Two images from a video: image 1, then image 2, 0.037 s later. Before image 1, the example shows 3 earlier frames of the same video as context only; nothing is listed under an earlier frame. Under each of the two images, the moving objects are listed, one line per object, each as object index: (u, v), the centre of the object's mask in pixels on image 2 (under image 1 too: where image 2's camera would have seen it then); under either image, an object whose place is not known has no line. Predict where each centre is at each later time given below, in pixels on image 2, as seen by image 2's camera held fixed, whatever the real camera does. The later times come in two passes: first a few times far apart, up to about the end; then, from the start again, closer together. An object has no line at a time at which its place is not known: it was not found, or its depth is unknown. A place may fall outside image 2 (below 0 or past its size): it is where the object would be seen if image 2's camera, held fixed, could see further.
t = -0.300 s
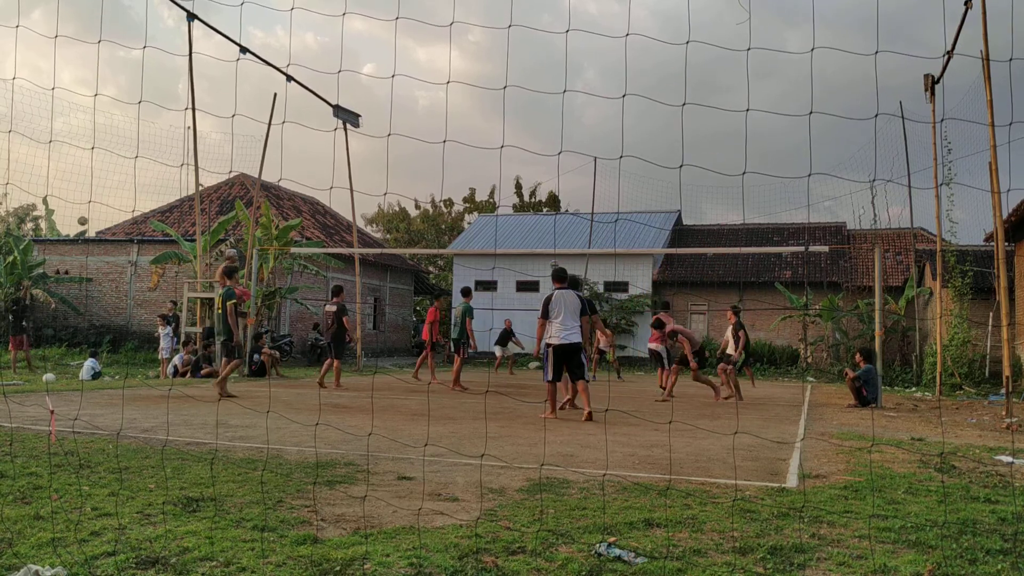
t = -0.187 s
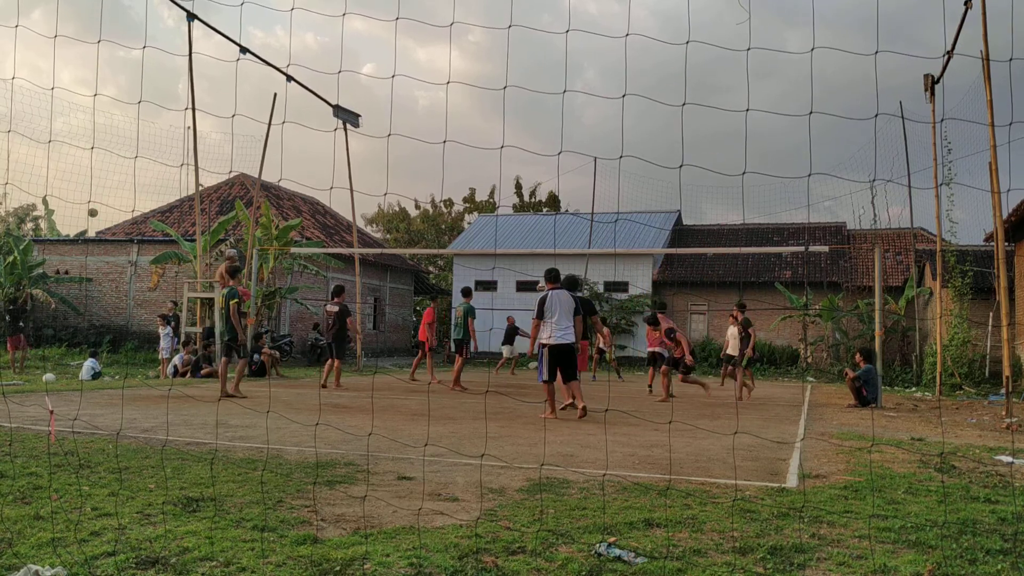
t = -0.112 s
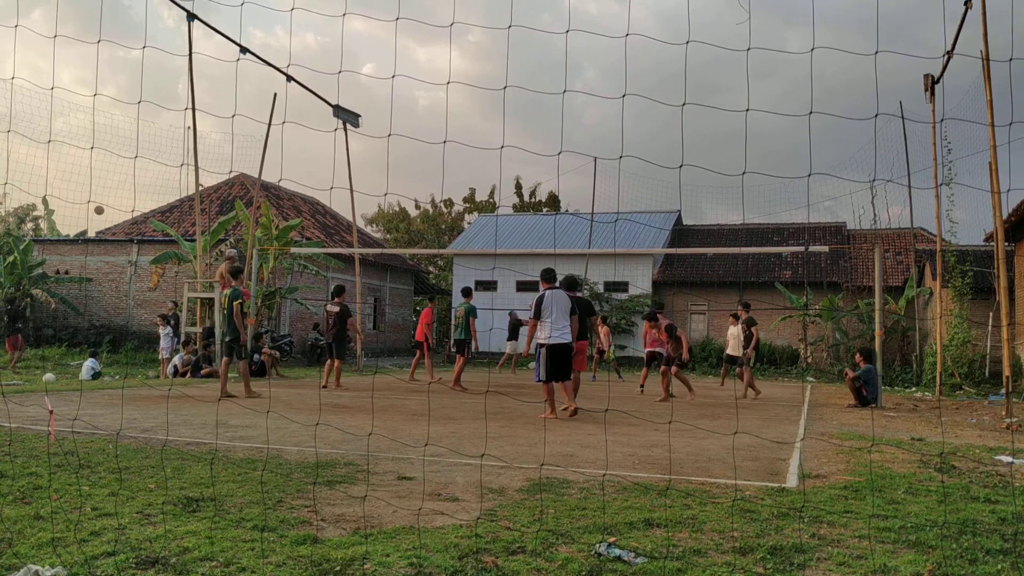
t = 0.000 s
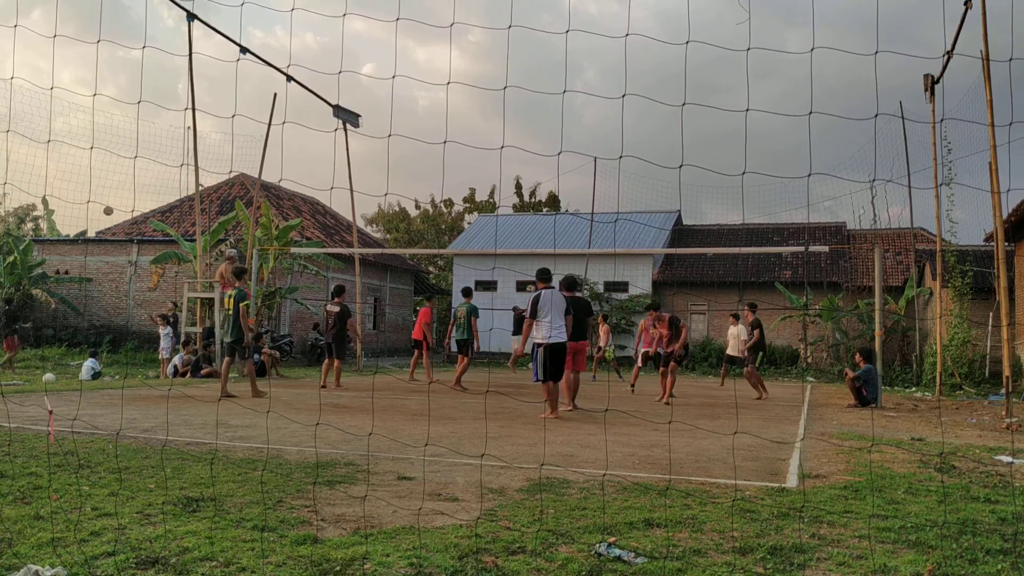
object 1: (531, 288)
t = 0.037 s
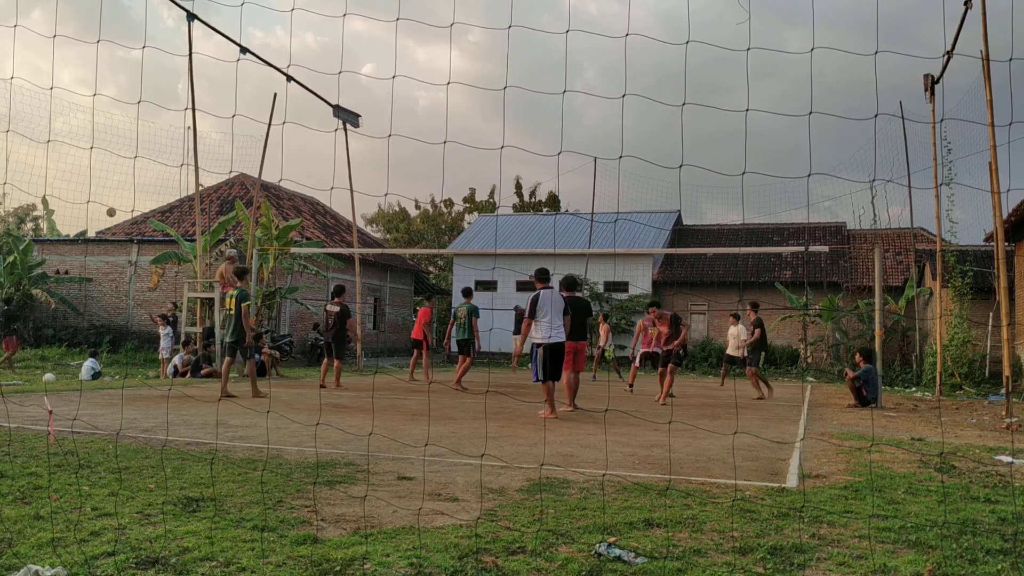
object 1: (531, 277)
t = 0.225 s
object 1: (533, 217)
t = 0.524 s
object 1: (538, 143)
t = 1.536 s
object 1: (540, 178)
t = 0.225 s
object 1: (533, 217)
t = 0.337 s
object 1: (536, 187)
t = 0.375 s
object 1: (537, 170)
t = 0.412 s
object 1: (537, 163)
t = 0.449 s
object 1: (538, 156)
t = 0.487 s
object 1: (538, 149)
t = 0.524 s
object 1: (538, 143)
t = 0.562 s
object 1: (538, 138)
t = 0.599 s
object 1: (539, 133)
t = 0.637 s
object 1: (539, 128)
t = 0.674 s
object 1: (539, 124)
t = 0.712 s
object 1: (539, 120)
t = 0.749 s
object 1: (539, 117)
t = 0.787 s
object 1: (540, 115)
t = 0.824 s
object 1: (540, 113)
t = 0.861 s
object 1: (540, 112)
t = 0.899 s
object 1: (540, 111)
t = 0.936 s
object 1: (540, 111)
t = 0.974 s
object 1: (540, 111)
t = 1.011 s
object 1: (540, 111)
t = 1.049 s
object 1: (538, 112)
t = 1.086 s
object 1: (539, 114)
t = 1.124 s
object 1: (539, 116)
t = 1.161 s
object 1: (540, 119)
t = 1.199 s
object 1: (540, 123)
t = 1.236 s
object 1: (540, 127)
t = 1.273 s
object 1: (540, 131)
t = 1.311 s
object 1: (540, 136)
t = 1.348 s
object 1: (540, 142)
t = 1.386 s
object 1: (540, 148)
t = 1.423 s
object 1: (541, 155)
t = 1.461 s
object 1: (540, 162)
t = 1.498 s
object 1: (540, 170)
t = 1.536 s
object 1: (540, 178)
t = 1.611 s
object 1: (539, 190)
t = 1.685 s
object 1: (540, 217)
